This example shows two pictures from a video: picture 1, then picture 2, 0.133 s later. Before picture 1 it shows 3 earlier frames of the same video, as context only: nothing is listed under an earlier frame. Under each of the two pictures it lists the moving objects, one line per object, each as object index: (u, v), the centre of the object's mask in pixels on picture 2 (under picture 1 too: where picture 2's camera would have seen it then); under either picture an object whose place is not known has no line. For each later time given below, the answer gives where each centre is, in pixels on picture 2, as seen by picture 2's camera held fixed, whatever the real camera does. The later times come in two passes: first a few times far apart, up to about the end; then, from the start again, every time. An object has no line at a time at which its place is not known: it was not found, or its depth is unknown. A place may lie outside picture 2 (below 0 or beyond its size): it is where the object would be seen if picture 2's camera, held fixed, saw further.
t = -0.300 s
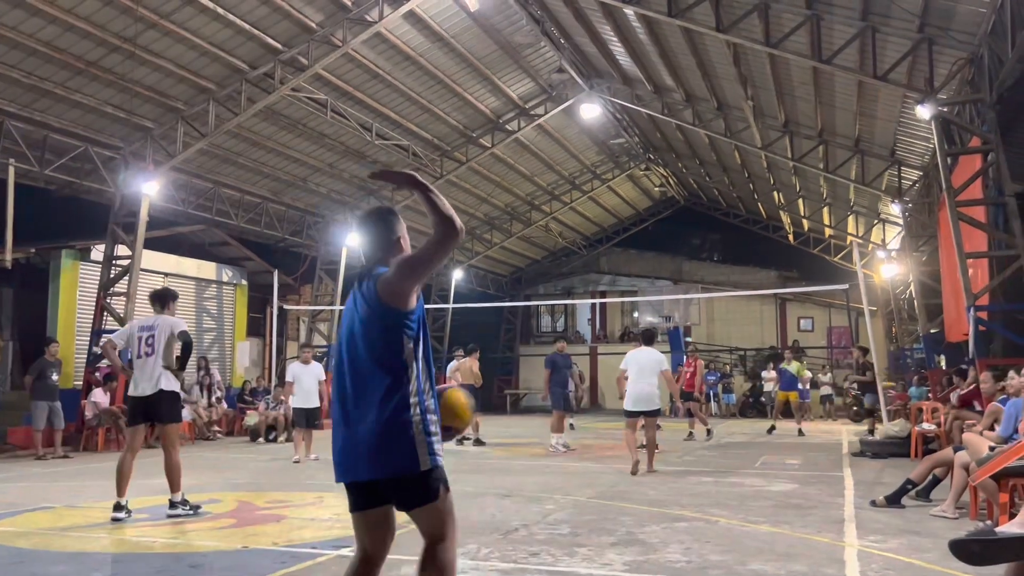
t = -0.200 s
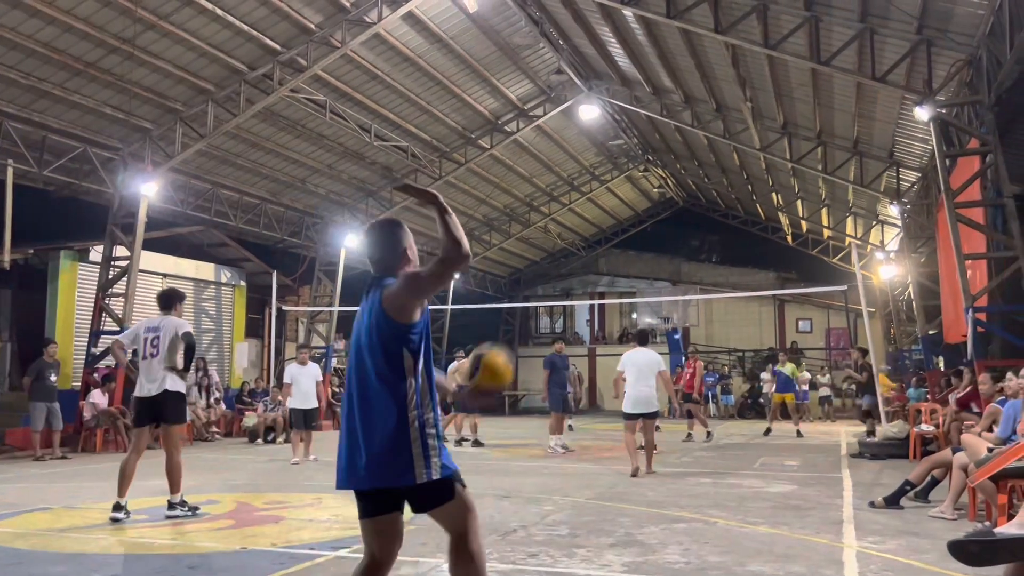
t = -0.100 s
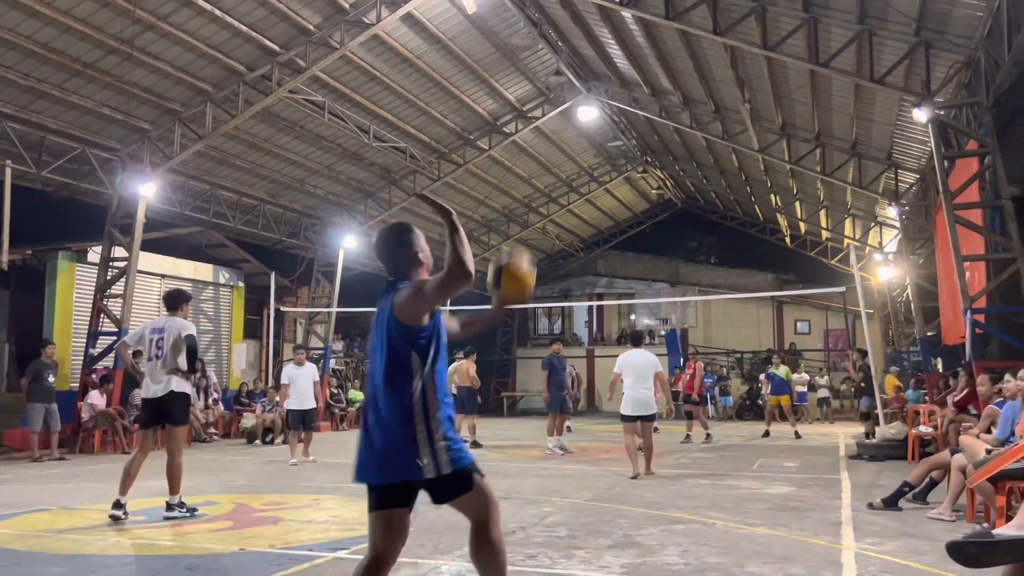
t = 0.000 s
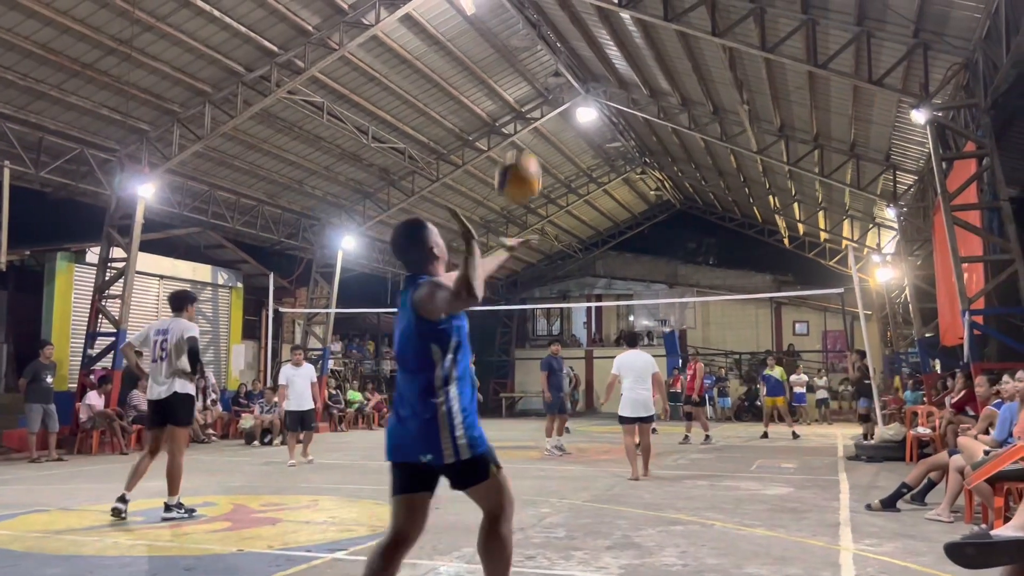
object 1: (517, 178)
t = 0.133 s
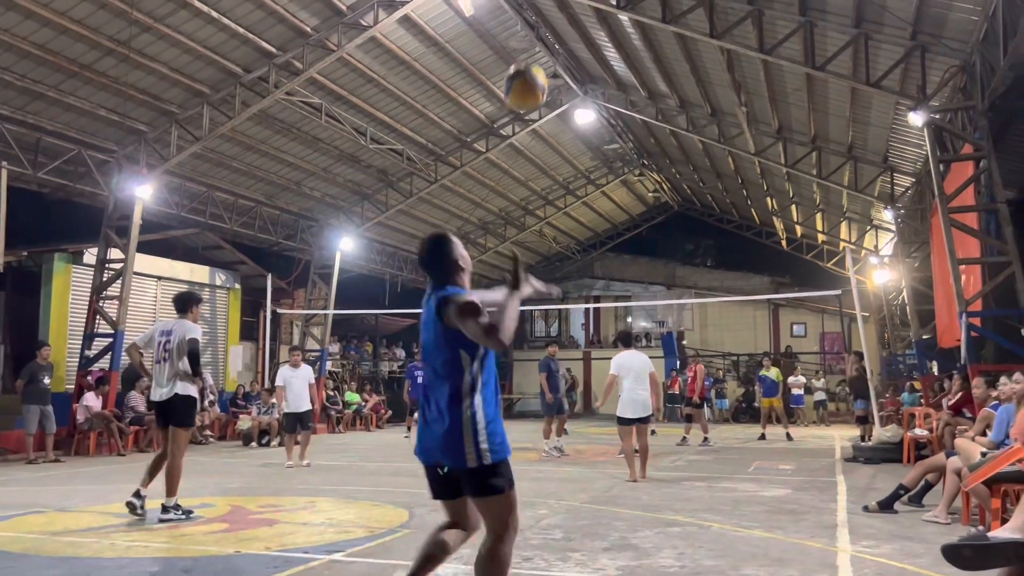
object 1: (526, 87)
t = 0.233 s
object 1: (532, 45)
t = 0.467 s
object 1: (546, 30)
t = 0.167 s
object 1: (528, 70)
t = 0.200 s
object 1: (530, 56)
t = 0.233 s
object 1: (532, 45)
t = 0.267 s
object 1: (534, 37)
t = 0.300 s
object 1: (535, 30)
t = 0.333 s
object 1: (538, 26)
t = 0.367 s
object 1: (540, 24)
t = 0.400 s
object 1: (542, 25)
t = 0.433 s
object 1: (544, 27)
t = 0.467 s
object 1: (546, 30)
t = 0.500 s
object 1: (548, 36)
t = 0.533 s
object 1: (550, 44)
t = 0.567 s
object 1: (552, 55)
